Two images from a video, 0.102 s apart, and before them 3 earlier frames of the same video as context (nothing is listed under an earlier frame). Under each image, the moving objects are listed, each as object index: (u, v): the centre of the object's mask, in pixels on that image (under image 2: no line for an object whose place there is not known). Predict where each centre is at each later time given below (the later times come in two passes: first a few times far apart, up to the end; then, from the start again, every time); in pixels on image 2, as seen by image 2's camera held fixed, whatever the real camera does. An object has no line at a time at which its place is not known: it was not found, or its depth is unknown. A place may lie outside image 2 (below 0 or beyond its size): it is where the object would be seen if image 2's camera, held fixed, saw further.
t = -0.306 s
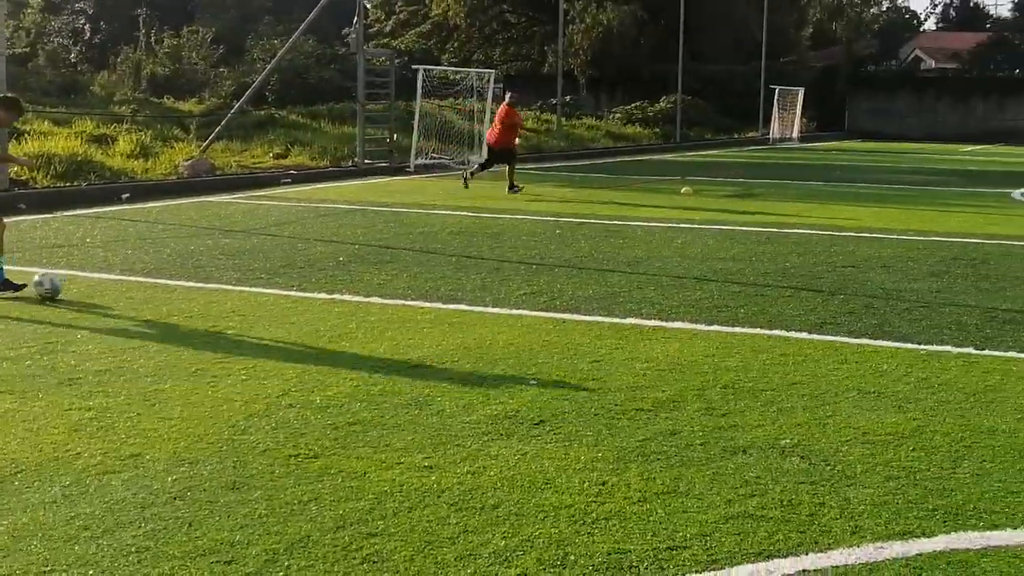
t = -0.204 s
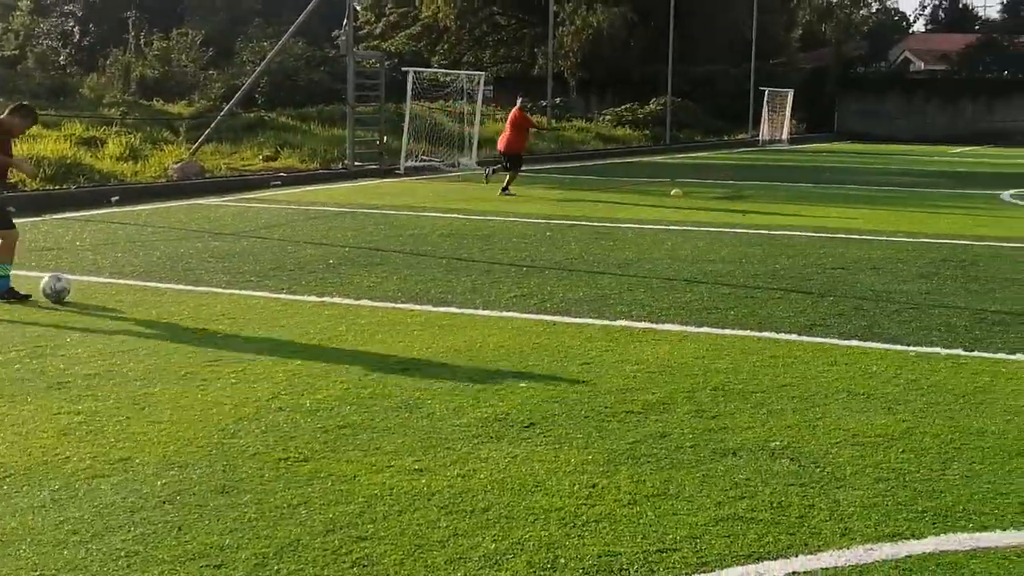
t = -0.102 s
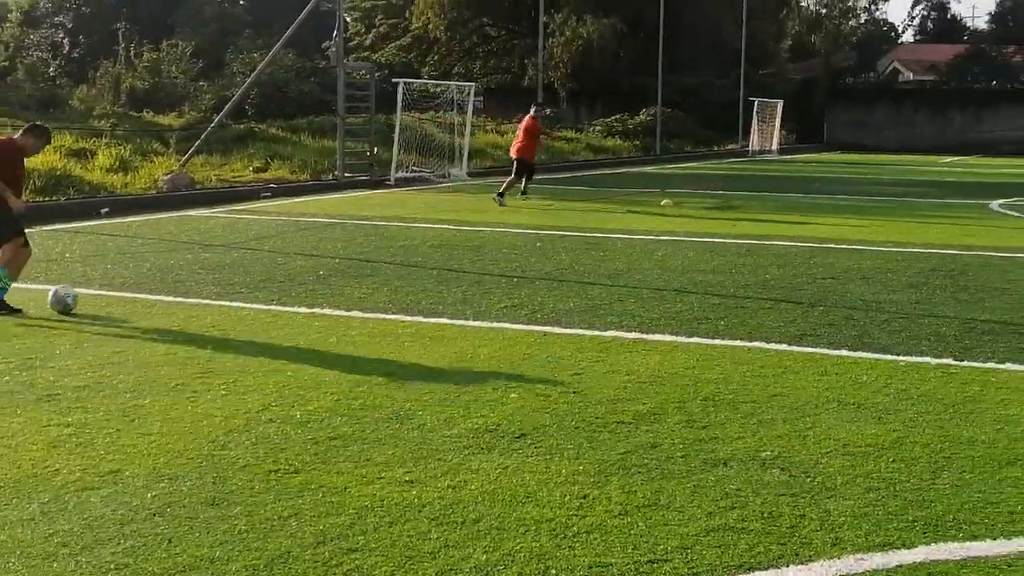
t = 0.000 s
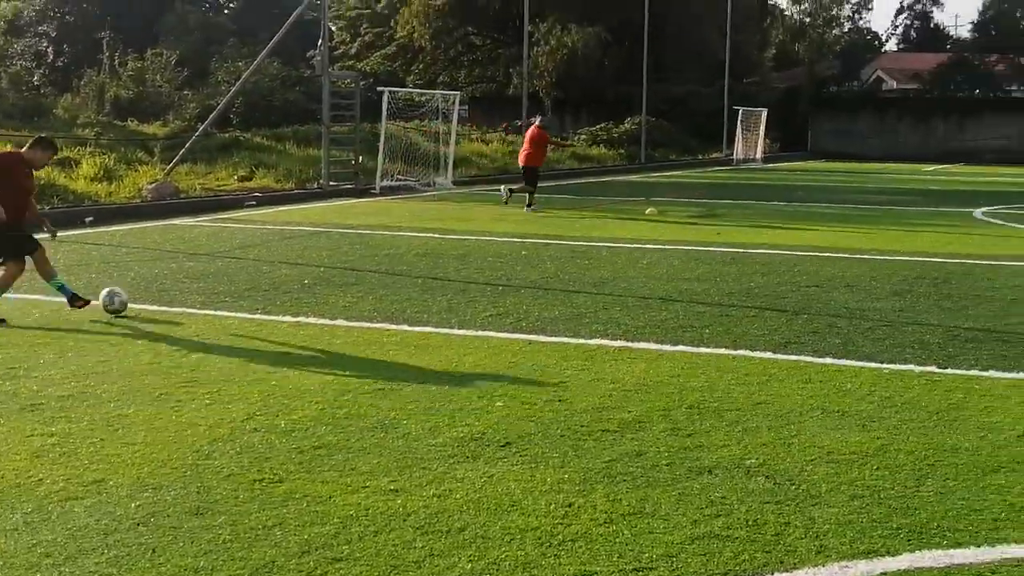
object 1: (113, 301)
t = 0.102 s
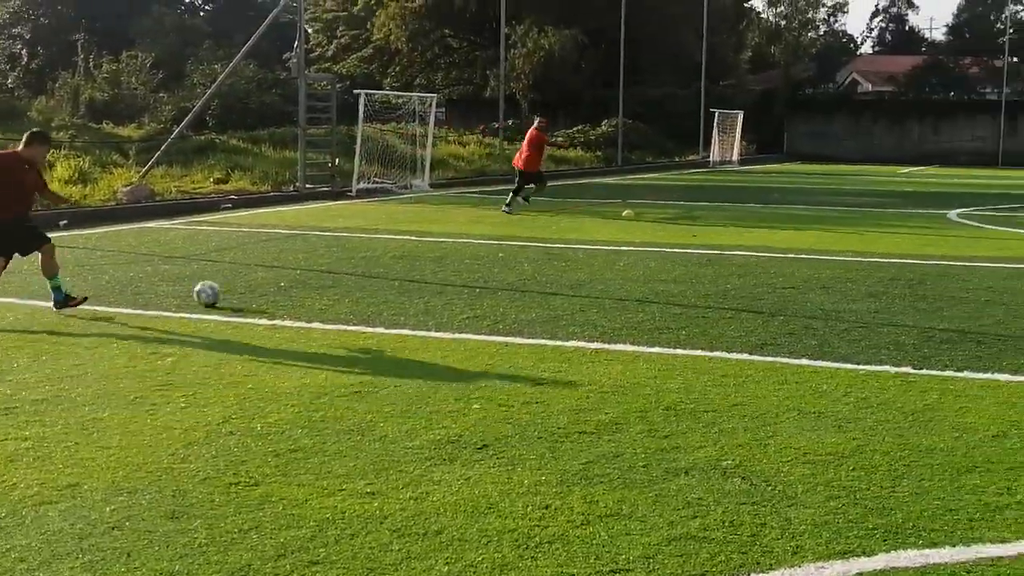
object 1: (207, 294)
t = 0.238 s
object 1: (327, 281)
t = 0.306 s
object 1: (380, 277)
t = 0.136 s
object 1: (241, 290)
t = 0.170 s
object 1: (273, 287)
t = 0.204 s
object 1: (301, 284)
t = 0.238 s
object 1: (327, 281)
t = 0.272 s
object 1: (355, 279)
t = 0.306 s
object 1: (380, 277)
